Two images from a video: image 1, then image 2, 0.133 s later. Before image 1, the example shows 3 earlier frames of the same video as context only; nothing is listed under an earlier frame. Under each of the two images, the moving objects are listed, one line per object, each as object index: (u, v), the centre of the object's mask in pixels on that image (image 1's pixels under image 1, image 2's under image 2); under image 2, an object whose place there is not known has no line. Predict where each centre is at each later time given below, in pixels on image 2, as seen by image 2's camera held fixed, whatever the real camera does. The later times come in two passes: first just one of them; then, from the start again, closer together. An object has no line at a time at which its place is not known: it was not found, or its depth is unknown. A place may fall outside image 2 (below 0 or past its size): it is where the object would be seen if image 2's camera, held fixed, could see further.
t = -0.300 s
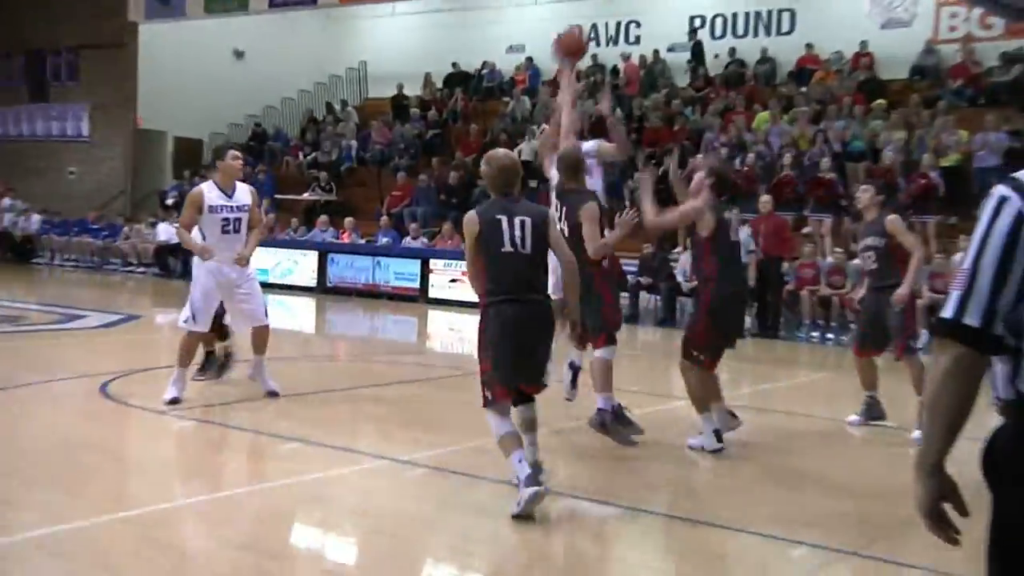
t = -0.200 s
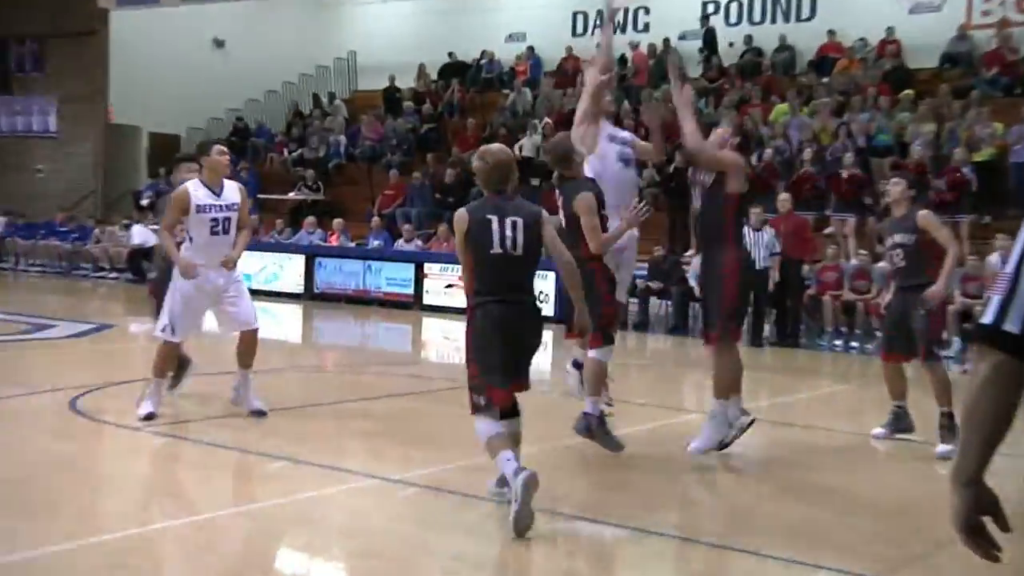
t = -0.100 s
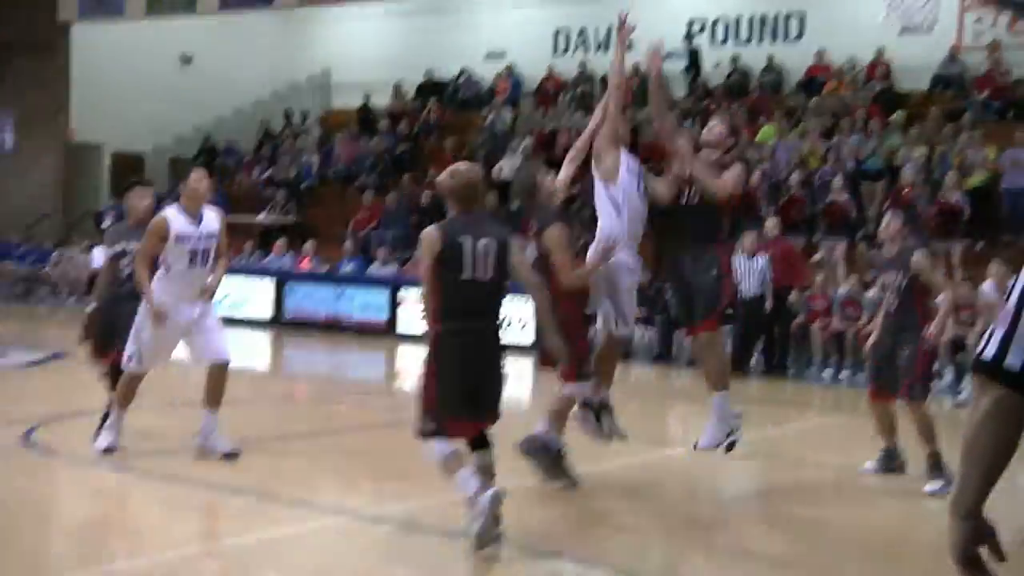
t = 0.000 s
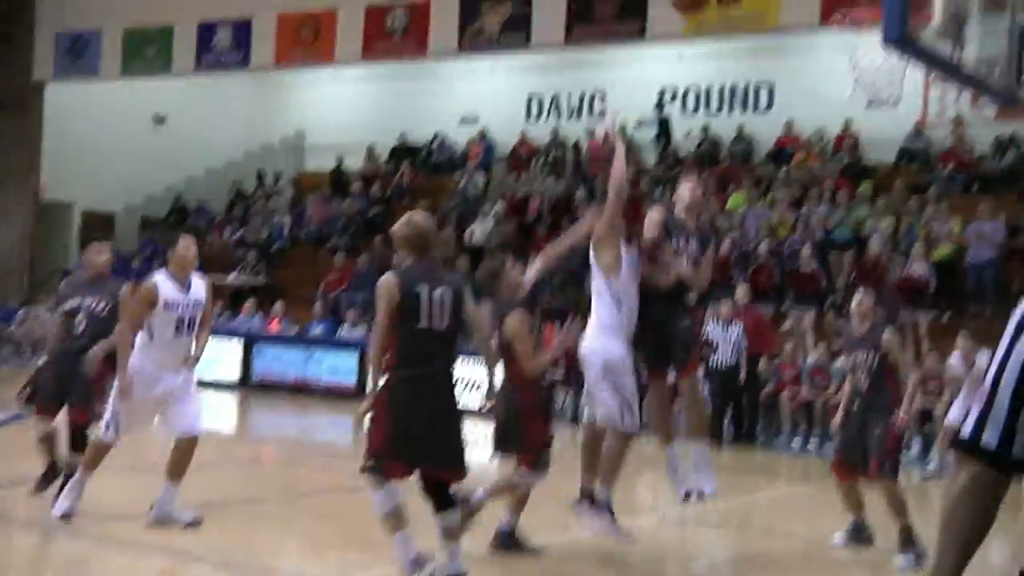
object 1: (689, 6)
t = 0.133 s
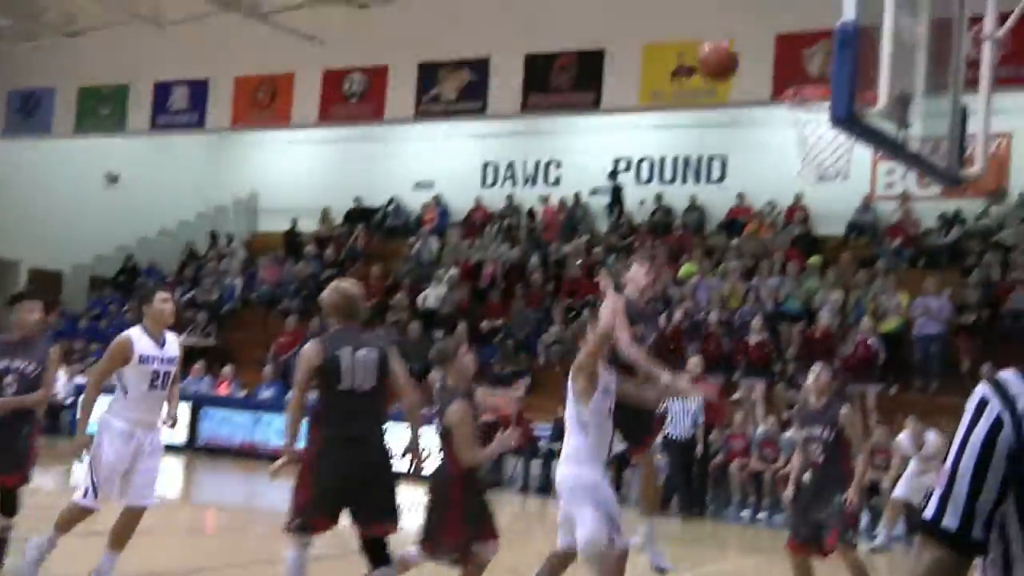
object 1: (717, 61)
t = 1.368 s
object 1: (800, 282)
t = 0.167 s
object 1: (740, 63)
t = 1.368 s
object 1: (800, 282)
